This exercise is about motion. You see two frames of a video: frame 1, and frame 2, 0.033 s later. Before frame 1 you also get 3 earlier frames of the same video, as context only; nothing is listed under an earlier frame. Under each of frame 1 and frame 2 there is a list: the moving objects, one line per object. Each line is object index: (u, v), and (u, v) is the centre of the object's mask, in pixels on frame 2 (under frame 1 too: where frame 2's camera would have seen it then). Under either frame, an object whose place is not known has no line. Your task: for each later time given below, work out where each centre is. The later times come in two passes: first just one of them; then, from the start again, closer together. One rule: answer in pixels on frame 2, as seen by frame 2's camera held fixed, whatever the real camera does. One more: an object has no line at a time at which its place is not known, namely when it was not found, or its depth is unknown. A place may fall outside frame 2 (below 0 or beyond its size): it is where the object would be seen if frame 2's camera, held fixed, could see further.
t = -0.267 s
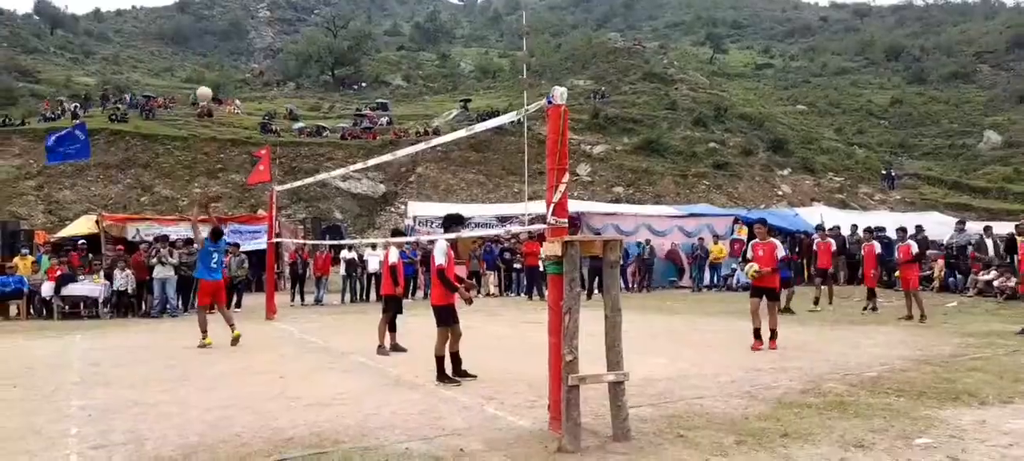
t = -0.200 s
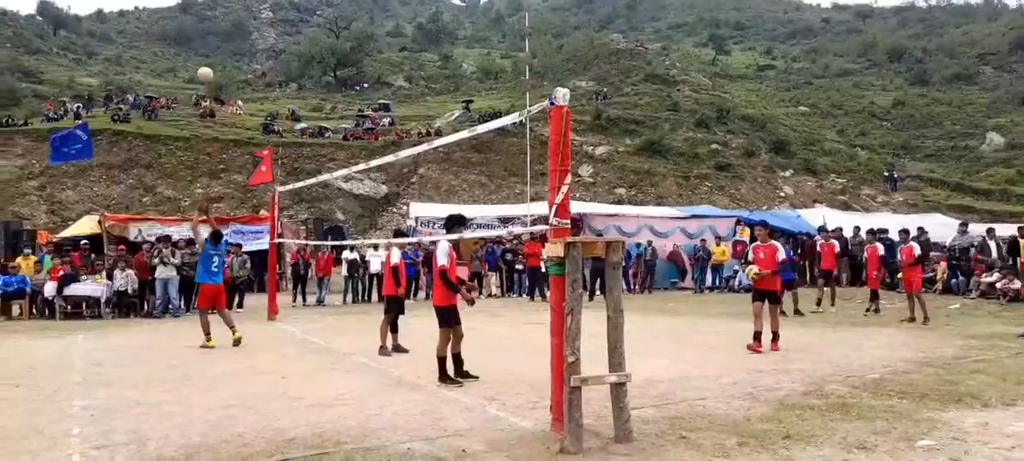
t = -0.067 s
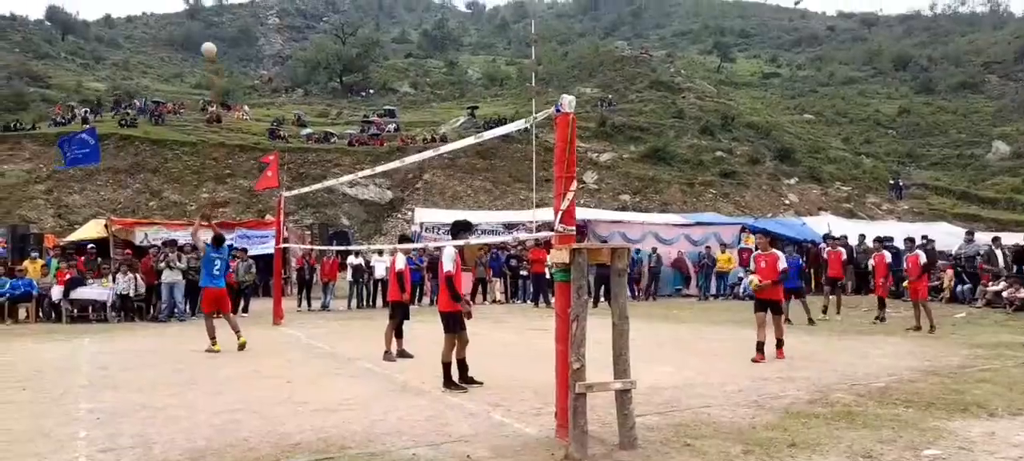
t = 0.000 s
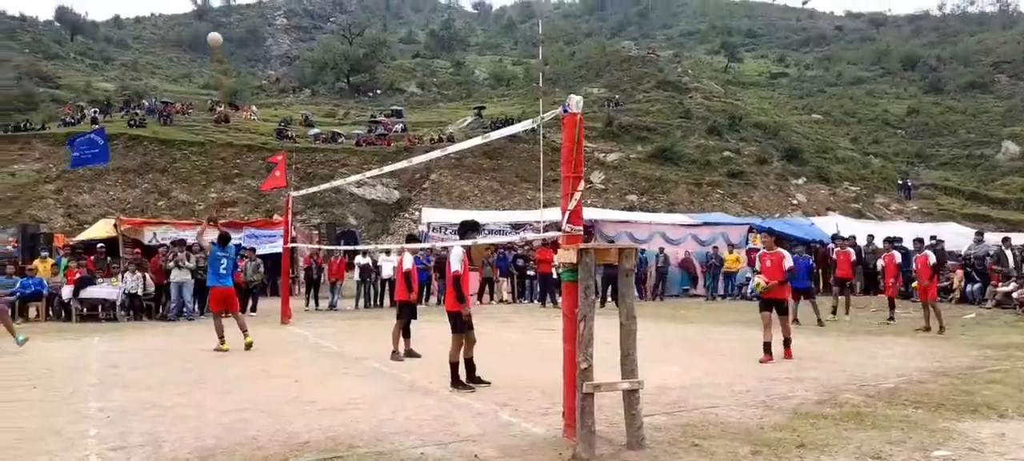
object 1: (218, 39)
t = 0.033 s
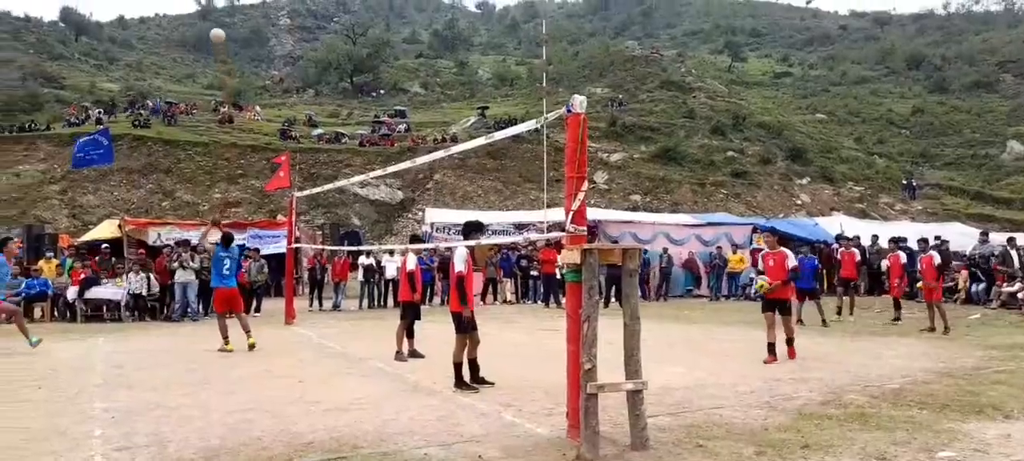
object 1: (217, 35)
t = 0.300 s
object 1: (207, 30)
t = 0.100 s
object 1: (215, 30)
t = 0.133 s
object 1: (214, 28)
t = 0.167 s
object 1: (213, 27)
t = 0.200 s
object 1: (212, 27)
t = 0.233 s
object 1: (210, 27)
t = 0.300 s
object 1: (207, 30)
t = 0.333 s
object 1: (205, 32)
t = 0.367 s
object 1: (204, 35)
